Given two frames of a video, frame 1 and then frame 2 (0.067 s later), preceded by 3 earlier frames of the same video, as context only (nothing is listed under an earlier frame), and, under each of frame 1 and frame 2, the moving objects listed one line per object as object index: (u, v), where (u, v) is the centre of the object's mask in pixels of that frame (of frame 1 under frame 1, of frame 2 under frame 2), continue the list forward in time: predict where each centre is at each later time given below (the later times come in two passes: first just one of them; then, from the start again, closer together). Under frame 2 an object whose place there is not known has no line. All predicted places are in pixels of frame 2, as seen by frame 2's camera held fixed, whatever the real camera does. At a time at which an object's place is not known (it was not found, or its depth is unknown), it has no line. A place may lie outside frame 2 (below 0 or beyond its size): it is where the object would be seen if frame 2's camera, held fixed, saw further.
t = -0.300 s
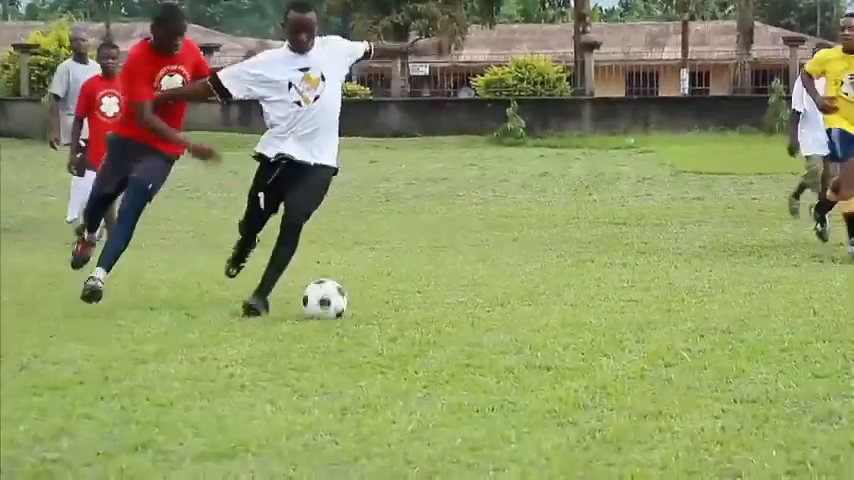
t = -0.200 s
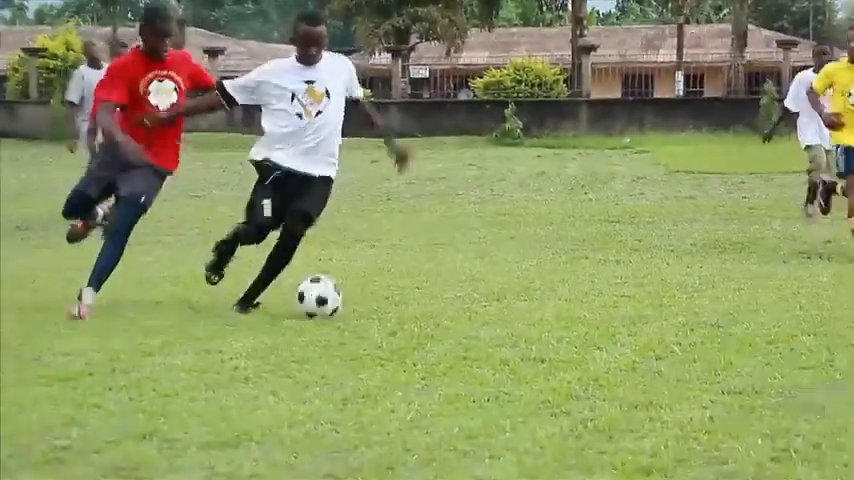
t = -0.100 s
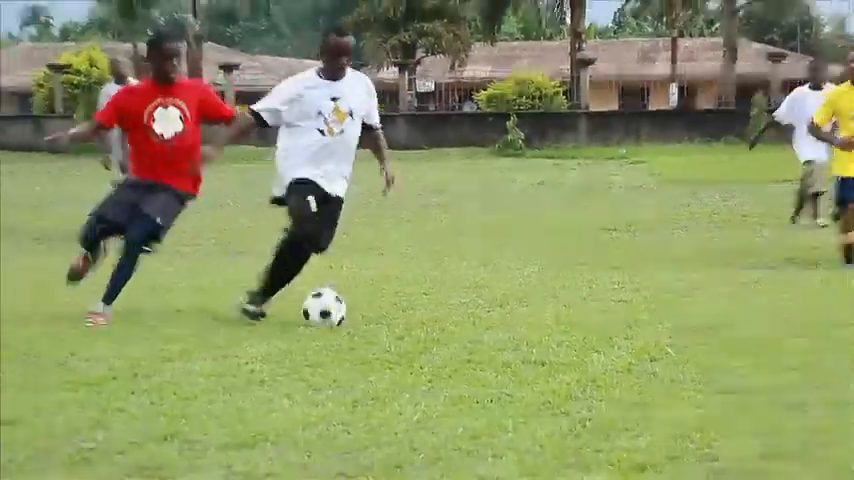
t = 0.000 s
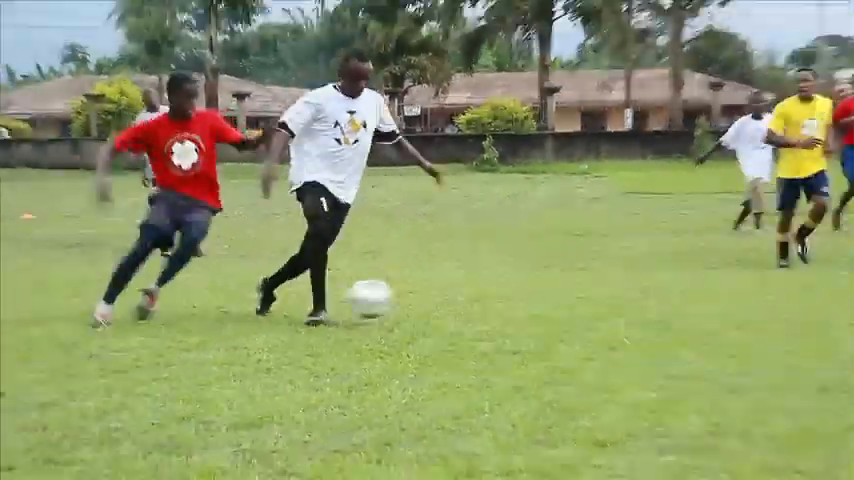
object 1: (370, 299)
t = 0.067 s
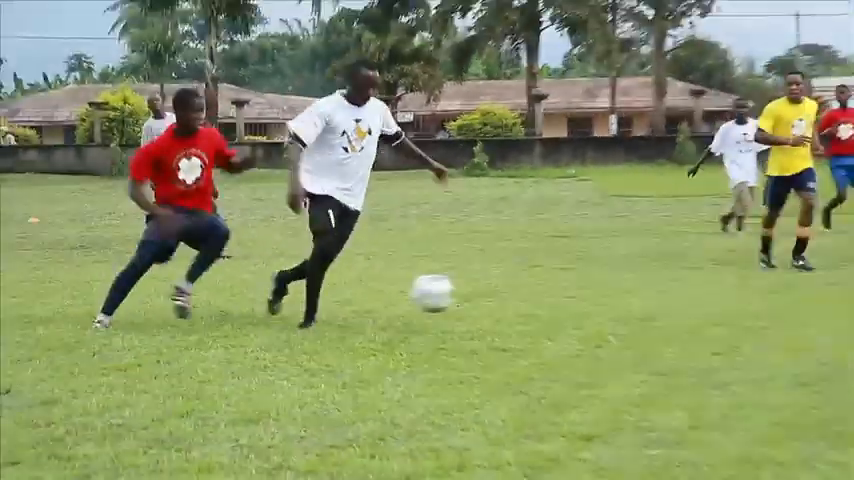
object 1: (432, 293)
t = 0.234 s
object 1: (617, 312)
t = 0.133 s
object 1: (504, 295)
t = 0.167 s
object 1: (541, 298)
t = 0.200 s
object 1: (579, 305)
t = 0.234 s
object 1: (617, 312)
